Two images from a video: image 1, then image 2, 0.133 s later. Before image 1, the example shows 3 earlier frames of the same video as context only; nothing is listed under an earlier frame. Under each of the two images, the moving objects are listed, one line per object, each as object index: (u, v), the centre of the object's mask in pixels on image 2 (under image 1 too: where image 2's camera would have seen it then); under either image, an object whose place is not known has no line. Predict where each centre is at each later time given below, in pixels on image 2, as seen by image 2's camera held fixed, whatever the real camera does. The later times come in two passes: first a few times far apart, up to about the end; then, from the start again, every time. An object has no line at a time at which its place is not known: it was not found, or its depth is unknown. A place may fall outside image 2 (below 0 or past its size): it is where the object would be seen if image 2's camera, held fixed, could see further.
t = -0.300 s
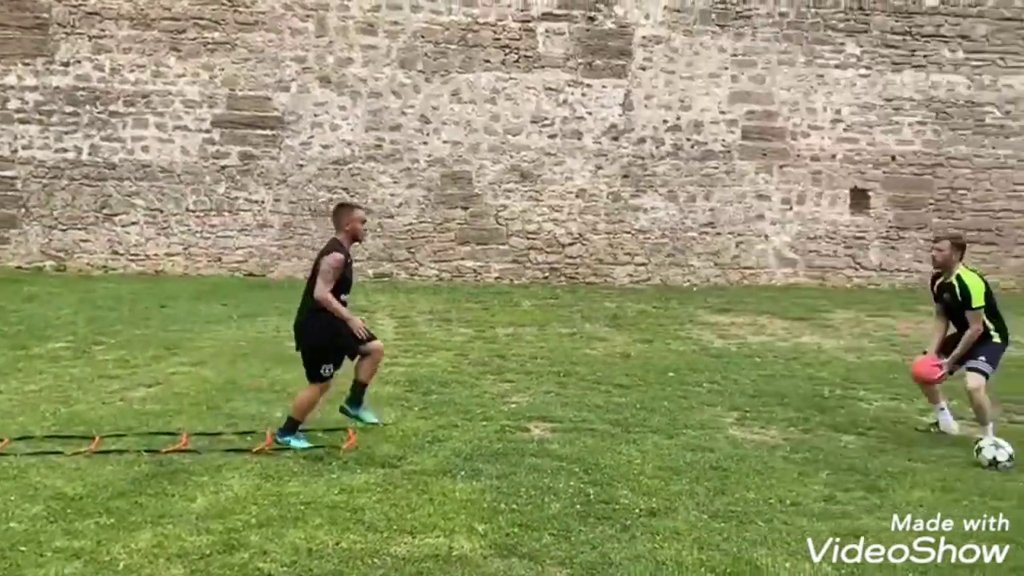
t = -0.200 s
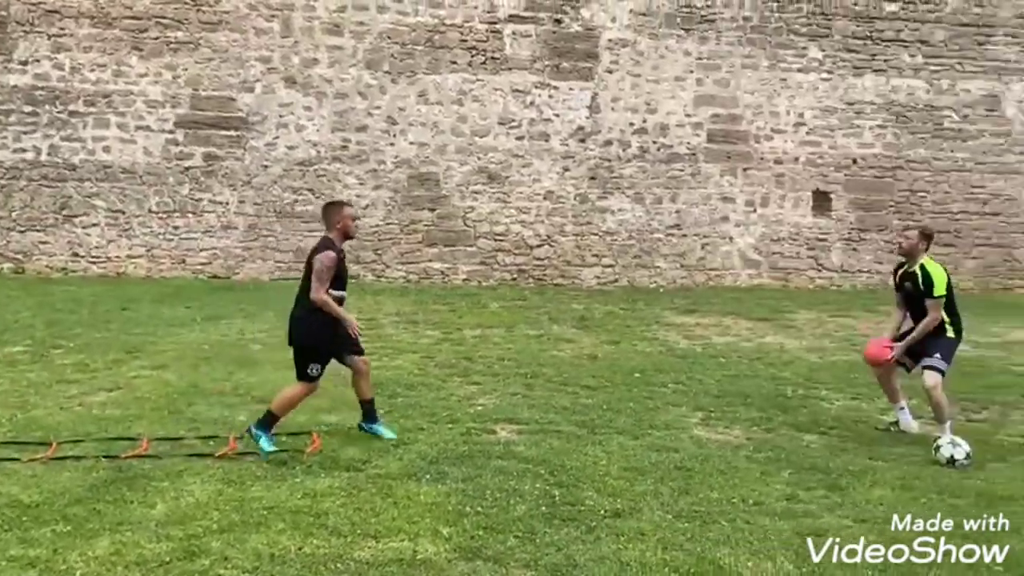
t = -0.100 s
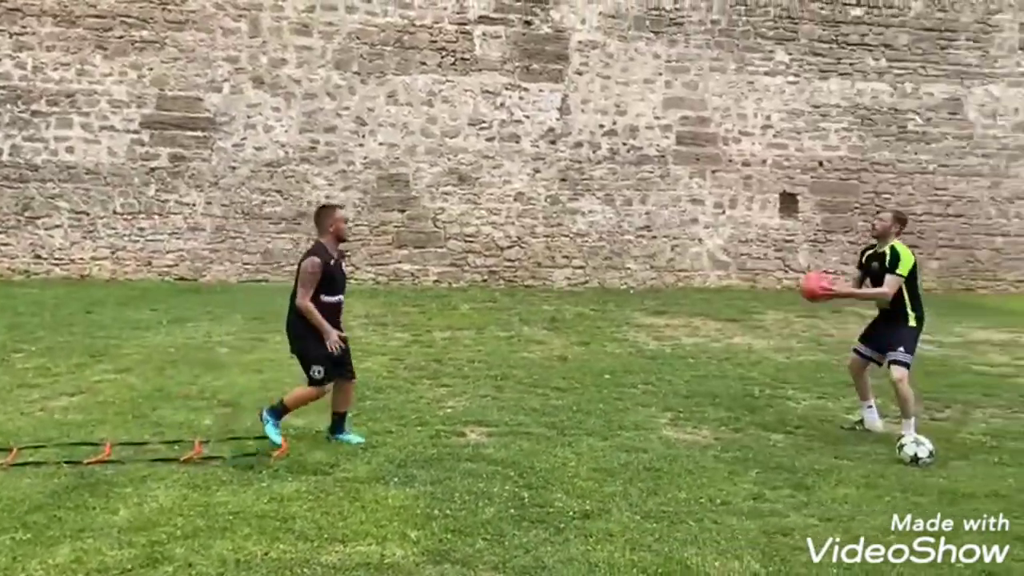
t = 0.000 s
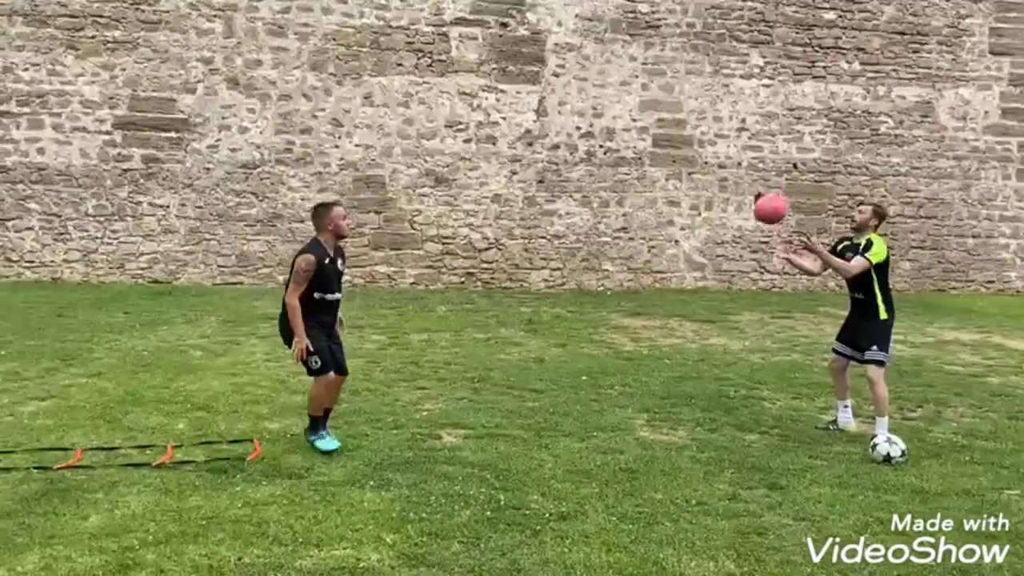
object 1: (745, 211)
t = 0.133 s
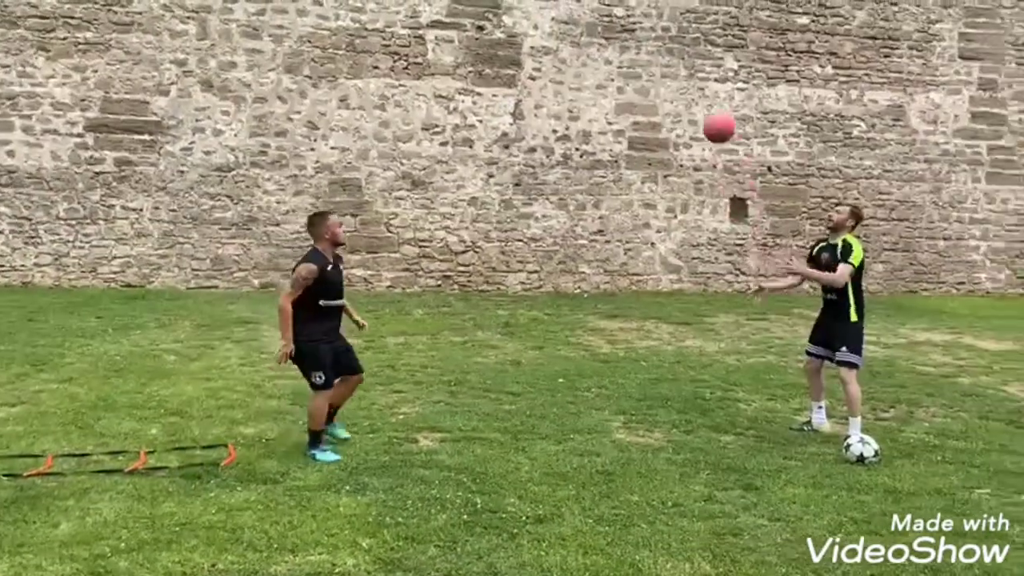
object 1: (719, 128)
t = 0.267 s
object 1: (692, 68)
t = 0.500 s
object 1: (640, 23)
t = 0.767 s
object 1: (579, 71)
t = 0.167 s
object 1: (712, 110)
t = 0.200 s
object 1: (705, 95)
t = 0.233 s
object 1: (698, 80)
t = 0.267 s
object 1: (692, 68)
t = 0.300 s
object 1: (685, 56)
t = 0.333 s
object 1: (677, 48)
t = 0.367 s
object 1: (671, 40)
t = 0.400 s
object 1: (663, 33)
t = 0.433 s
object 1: (657, 28)
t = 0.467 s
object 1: (648, 25)
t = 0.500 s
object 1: (640, 23)
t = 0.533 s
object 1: (633, 23)
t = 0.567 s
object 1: (626, 26)
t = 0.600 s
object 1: (618, 28)
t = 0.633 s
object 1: (610, 34)
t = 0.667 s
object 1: (602, 40)
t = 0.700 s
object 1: (595, 48)
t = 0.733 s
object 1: (587, 59)
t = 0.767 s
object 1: (579, 71)
